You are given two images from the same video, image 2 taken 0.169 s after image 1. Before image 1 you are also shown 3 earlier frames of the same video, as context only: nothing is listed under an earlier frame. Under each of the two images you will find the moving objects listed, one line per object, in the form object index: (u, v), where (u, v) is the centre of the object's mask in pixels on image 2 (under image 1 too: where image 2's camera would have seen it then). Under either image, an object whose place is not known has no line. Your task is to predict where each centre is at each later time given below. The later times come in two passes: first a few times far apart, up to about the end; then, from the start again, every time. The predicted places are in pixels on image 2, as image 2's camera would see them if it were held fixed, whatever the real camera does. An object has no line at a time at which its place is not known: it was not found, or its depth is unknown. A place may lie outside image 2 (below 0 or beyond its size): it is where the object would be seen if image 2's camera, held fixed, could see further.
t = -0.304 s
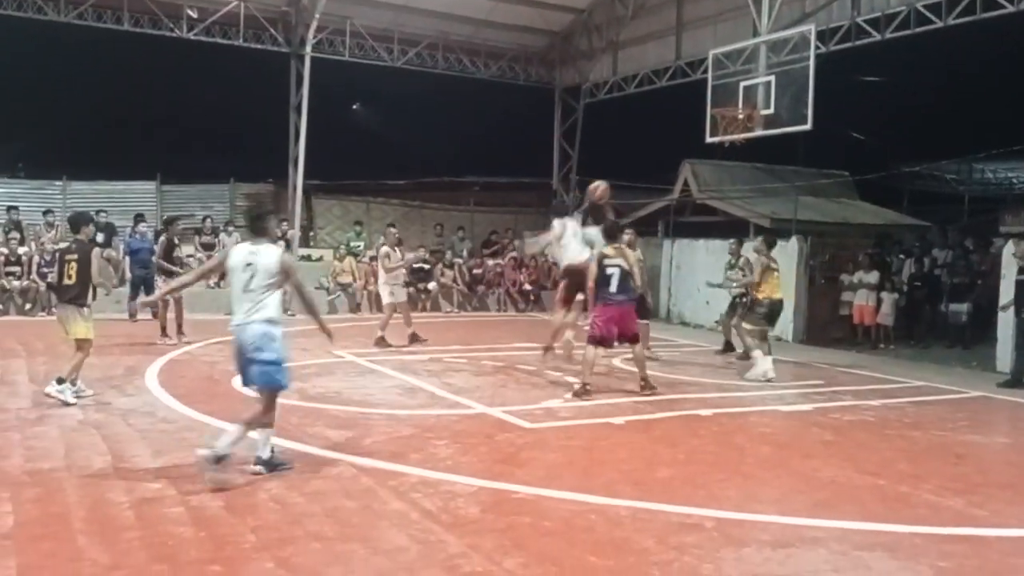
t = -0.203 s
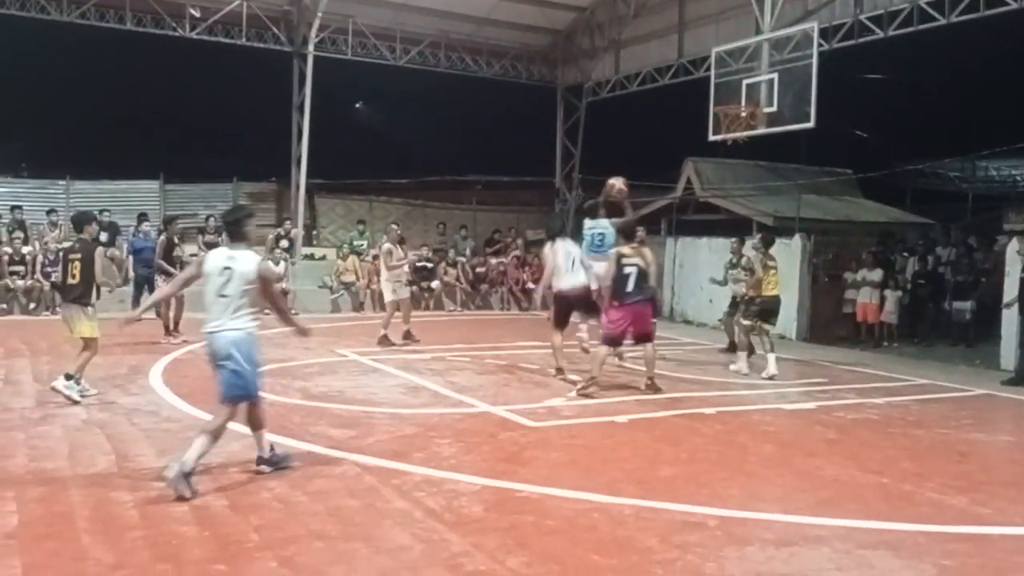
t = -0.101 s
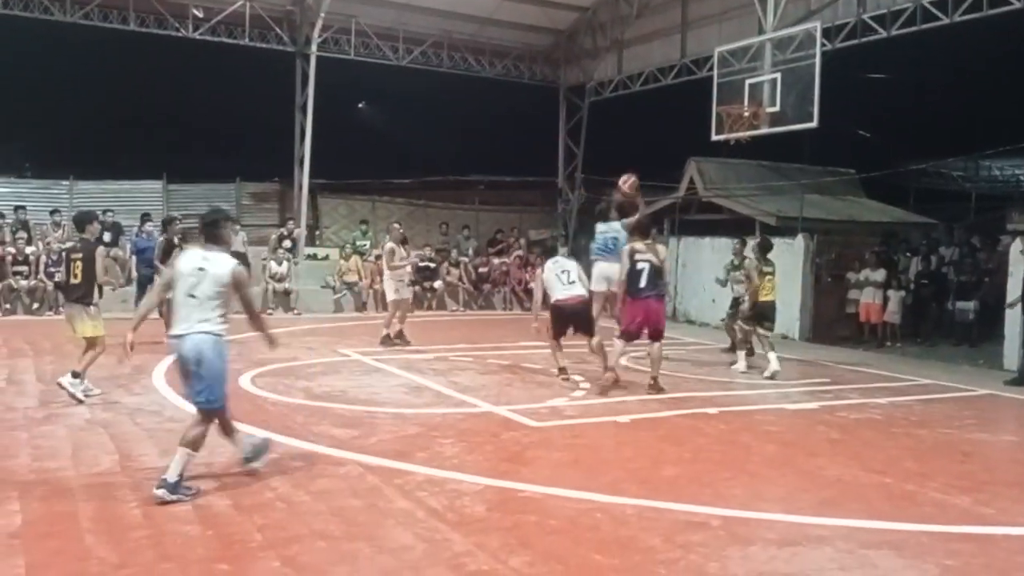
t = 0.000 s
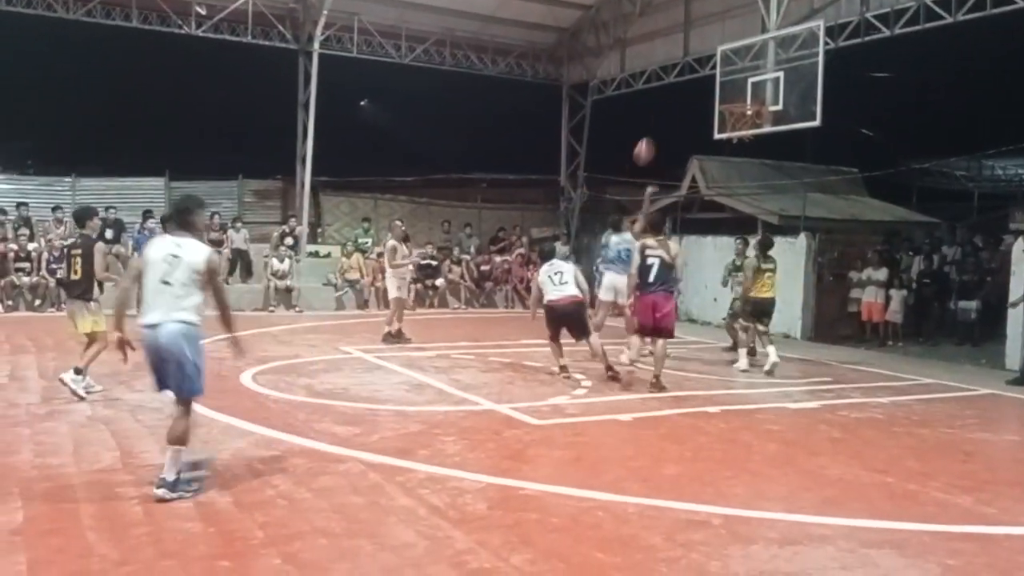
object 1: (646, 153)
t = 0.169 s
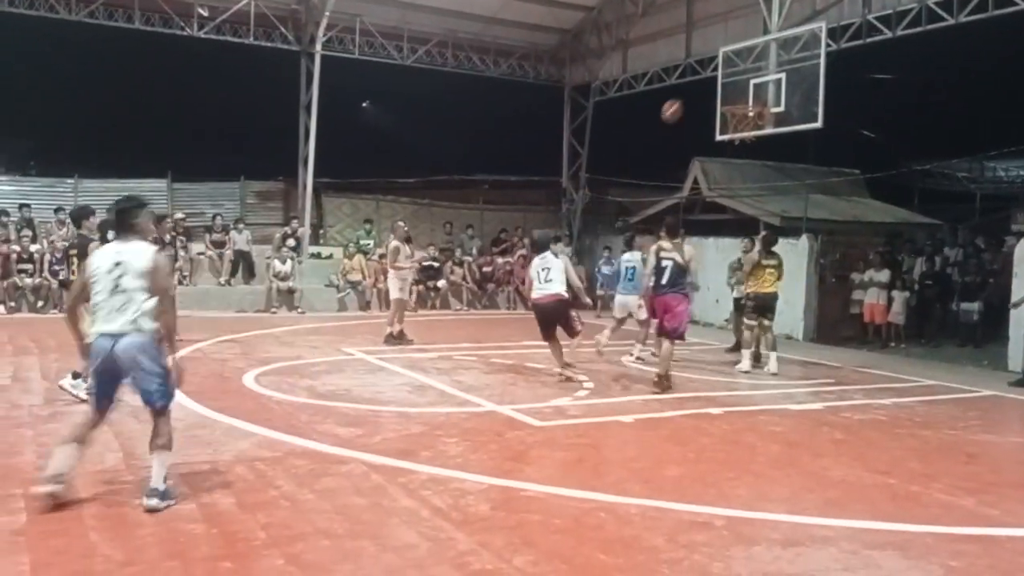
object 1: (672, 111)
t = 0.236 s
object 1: (682, 100)
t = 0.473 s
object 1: (714, 92)
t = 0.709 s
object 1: (733, 110)
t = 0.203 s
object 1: (677, 104)
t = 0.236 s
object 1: (682, 100)
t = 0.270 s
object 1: (687, 96)
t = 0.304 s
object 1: (692, 94)
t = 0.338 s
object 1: (696, 91)
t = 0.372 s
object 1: (700, 91)
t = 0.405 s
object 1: (705, 90)
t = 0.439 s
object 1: (709, 91)
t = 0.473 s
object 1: (714, 92)
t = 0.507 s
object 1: (719, 95)
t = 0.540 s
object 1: (722, 97)
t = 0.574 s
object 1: (725, 98)
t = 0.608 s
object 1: (726, 99)
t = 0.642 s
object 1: (731, 101)
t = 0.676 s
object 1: (733, 106)
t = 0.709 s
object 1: (733, 110)
